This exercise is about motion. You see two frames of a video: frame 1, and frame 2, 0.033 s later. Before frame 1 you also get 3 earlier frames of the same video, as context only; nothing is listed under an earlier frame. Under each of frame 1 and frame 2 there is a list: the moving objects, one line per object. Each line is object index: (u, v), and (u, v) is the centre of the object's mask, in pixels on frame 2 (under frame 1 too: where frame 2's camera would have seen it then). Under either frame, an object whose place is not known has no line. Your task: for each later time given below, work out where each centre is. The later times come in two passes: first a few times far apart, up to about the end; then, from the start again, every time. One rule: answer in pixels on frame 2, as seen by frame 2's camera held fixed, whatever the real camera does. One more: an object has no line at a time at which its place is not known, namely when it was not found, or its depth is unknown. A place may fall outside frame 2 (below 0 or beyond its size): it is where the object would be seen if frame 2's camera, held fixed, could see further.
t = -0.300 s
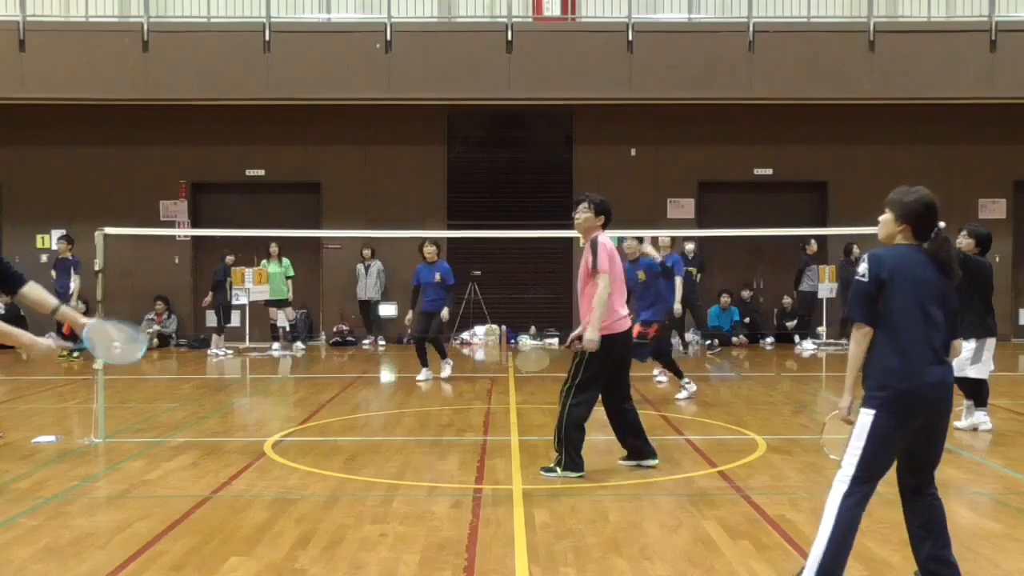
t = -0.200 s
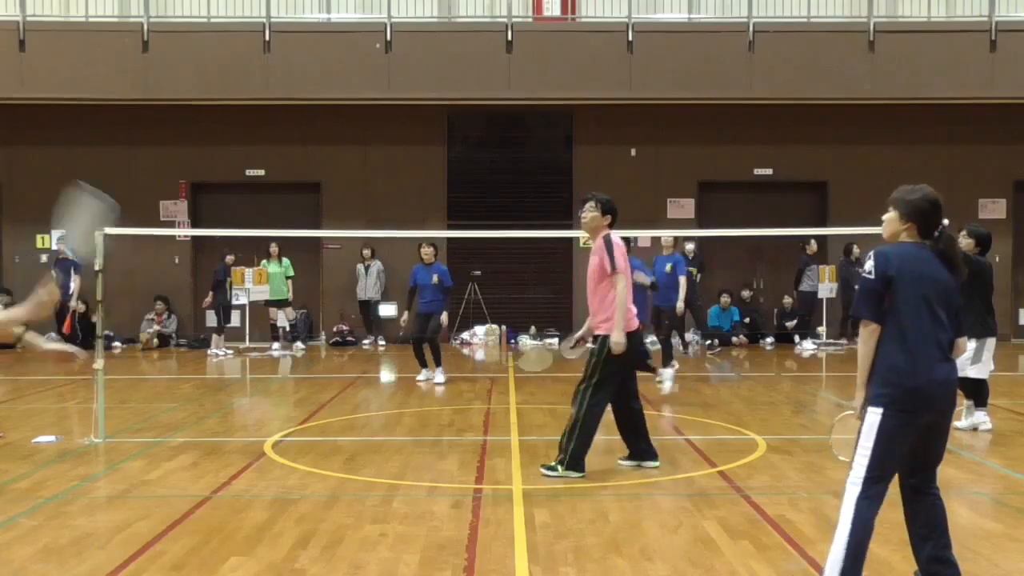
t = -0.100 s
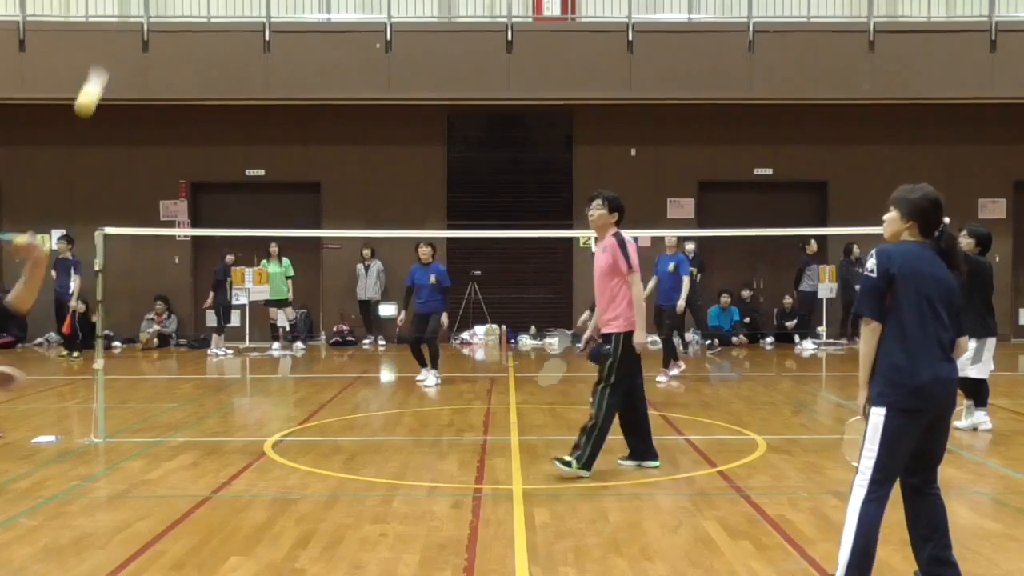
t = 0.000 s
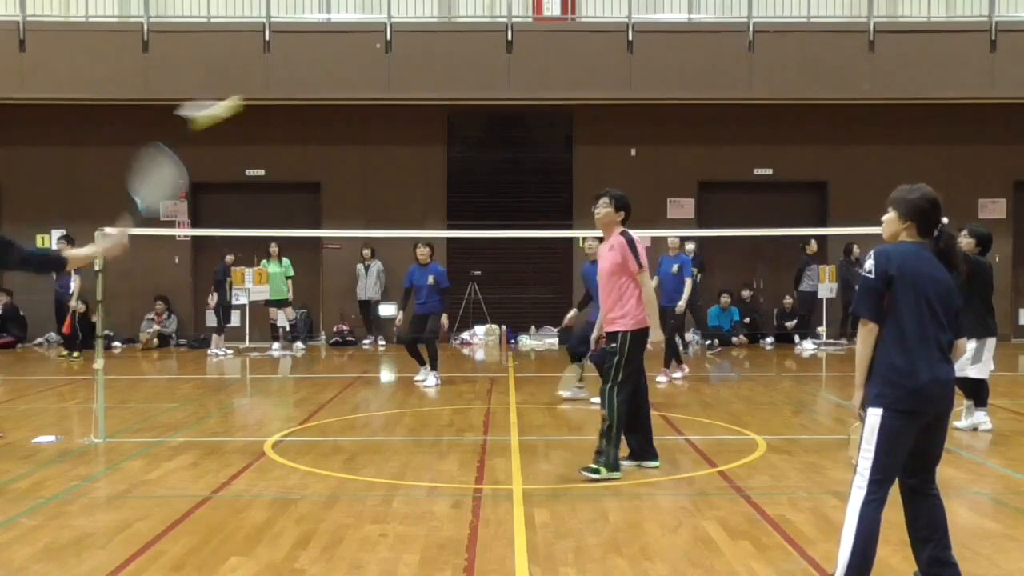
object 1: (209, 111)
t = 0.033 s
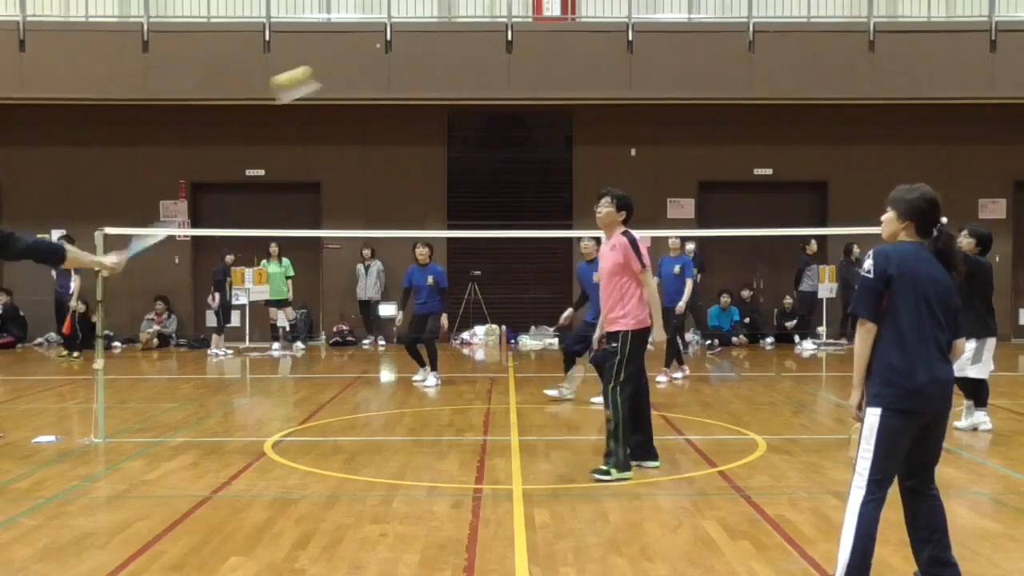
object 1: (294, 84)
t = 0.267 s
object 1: (543, 32)
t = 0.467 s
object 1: (629, 69)
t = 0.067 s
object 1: (353, 62)
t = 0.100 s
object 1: (398, 48)
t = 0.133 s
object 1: (435, 37)
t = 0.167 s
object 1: (470, 30)
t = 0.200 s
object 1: (499, 30)
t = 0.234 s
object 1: (522, 30)
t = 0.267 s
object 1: (543, 32)
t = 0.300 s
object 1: (561, 35)
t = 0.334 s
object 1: (576, 41)
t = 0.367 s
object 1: (591, 48)
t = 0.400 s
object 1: (605, 55)
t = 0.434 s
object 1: (618, 61)
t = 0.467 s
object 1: (629, 69)
